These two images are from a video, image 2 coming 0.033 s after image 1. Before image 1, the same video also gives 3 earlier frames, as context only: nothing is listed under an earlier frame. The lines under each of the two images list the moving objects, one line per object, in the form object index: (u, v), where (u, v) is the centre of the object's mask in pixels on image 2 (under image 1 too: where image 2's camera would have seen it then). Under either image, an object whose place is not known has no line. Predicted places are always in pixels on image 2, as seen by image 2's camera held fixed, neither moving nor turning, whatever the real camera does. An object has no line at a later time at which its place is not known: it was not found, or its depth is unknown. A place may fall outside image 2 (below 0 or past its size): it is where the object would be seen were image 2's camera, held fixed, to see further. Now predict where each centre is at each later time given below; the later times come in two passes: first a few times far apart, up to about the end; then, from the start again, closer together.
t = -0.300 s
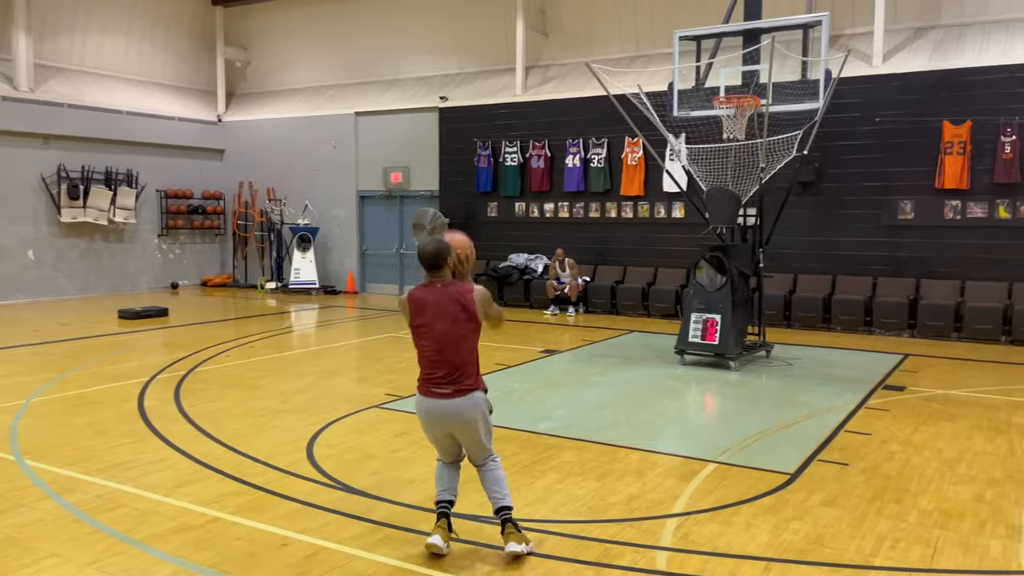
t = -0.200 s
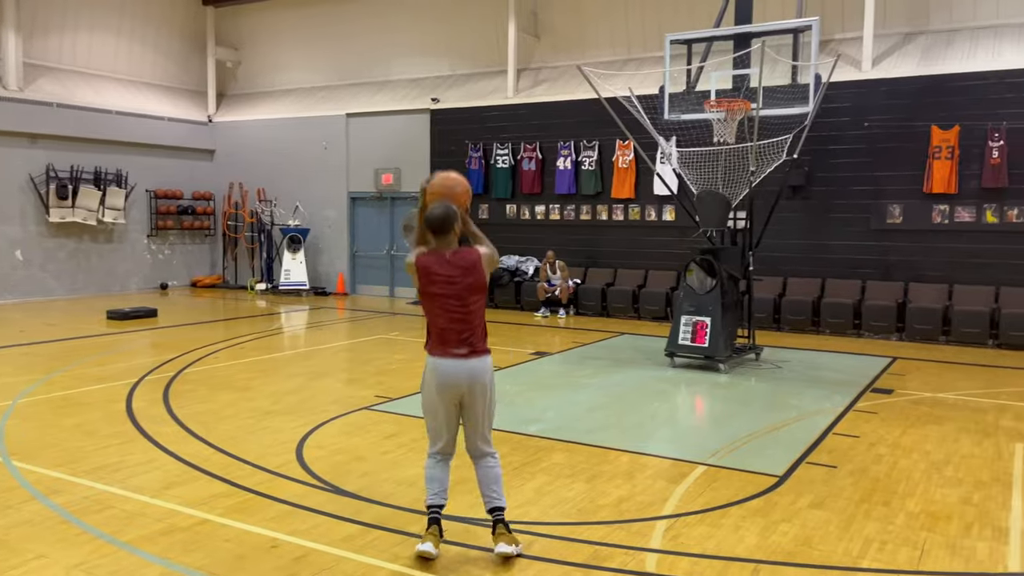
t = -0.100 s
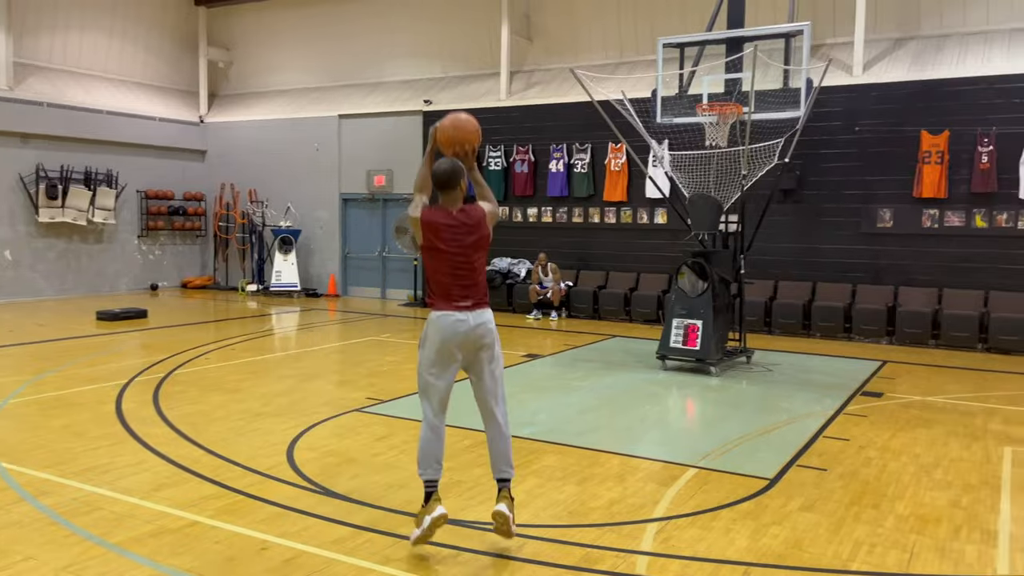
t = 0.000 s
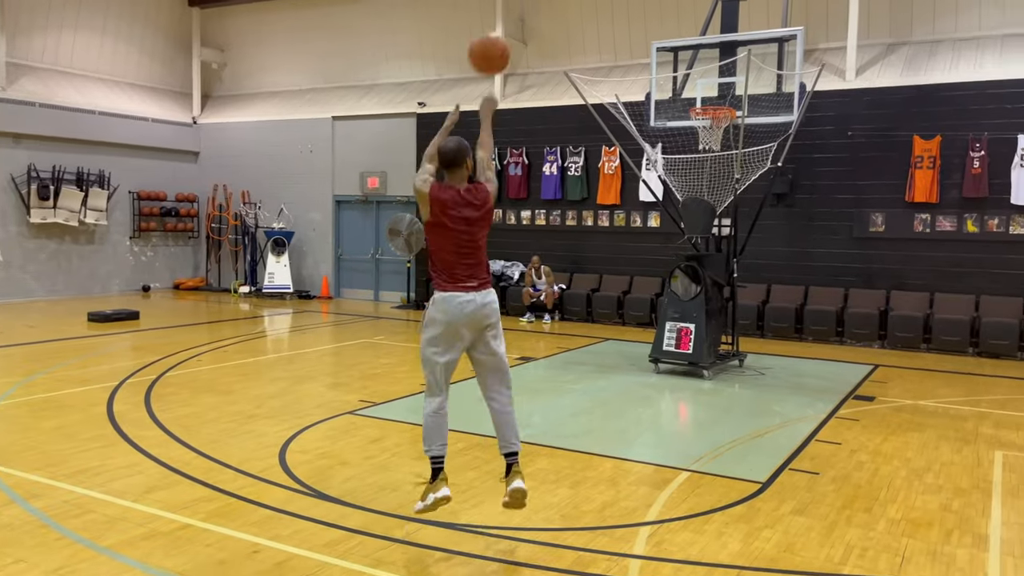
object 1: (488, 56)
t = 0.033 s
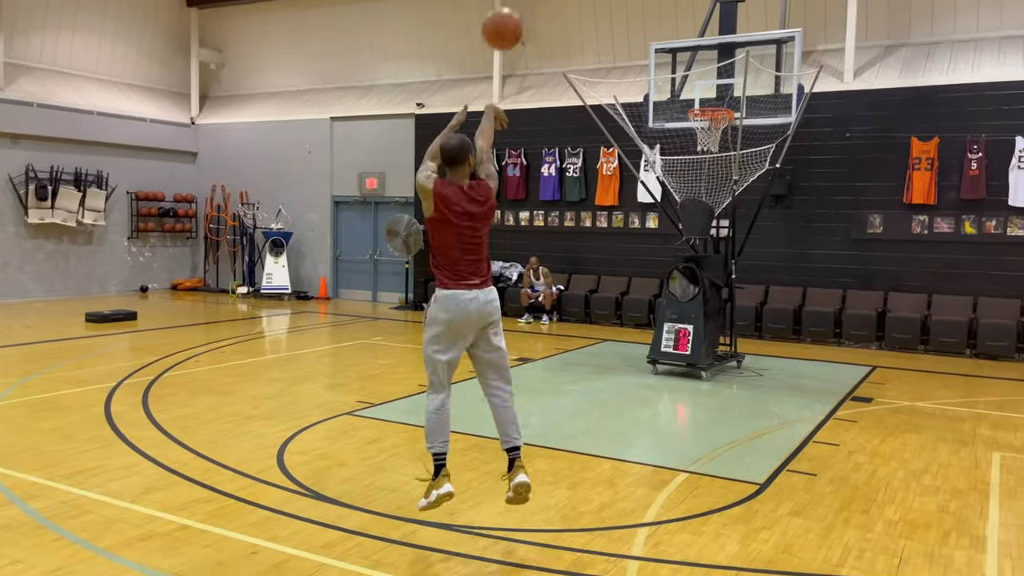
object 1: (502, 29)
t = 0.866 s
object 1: (689, 23)
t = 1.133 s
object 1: (712, 105)
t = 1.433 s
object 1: (685, 96)
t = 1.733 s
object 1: (661, 138)
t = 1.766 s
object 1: (662, 136)
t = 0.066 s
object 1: (516, 11)
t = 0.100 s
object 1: (528, 2)
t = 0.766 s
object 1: (677, -7)
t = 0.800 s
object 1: (681, -1)
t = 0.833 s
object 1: (685, 11)
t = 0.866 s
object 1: (689, 23)
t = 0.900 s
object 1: (693, 36)
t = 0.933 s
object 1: (696, 50)
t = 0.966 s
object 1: (700, 64)
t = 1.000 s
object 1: (703, 80)
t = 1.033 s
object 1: (706, 95)
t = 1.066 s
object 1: (708, 102)
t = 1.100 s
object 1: (711, 102)
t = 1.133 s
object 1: (712, 105)
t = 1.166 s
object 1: (711, 103)
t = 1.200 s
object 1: (708, 101)
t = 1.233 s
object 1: (704, 100)
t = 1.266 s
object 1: (701, 99)
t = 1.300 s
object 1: (697, 96)
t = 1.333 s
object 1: (695, 95)
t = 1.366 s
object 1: (691, 94)
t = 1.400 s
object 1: (688, 95)
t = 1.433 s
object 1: (685, 96)
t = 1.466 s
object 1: (682, 99)
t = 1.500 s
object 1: (679, 102)
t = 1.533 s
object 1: (675, 107)
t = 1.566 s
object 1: (671, 111)
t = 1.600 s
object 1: (667, 118)
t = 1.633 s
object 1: (664, 125)
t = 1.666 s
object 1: (662, 132)
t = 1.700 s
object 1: (661, 137)
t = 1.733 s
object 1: (661, 138)
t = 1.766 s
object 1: (662, 136)
